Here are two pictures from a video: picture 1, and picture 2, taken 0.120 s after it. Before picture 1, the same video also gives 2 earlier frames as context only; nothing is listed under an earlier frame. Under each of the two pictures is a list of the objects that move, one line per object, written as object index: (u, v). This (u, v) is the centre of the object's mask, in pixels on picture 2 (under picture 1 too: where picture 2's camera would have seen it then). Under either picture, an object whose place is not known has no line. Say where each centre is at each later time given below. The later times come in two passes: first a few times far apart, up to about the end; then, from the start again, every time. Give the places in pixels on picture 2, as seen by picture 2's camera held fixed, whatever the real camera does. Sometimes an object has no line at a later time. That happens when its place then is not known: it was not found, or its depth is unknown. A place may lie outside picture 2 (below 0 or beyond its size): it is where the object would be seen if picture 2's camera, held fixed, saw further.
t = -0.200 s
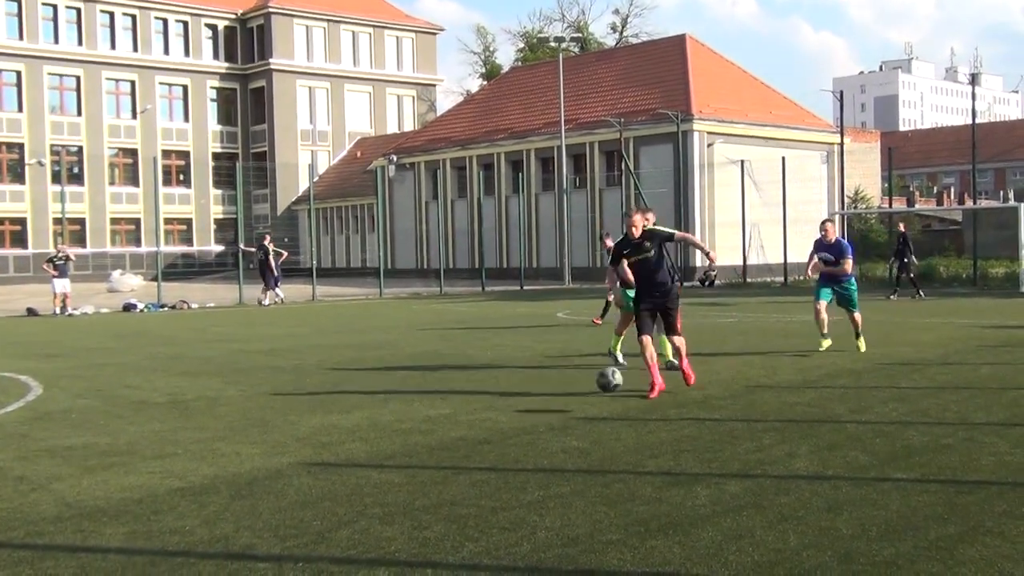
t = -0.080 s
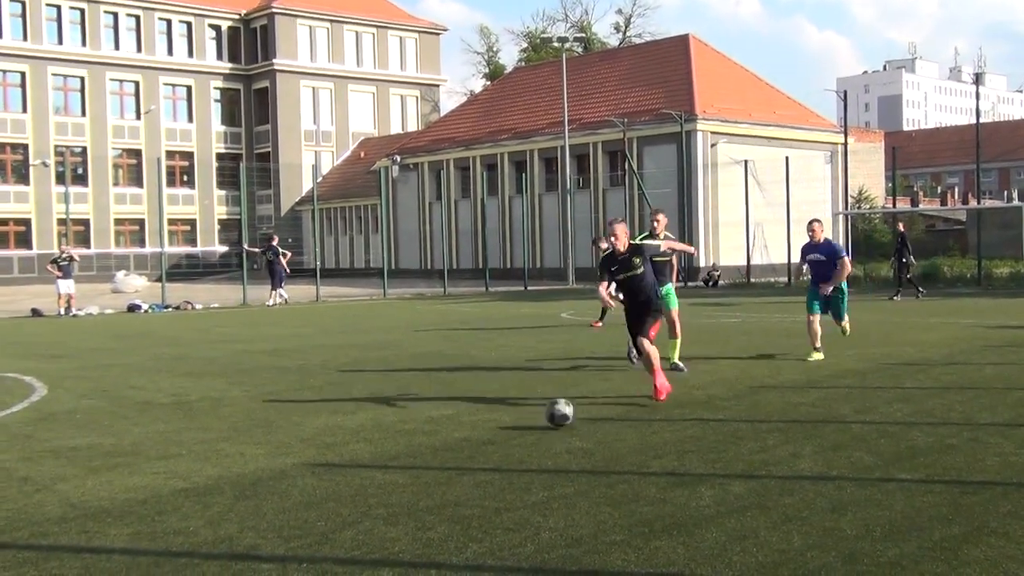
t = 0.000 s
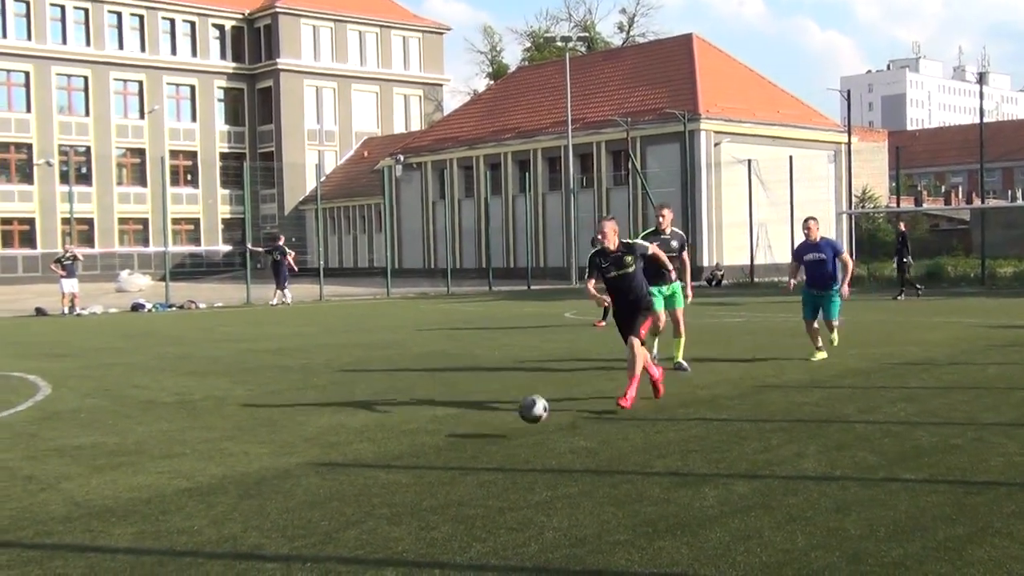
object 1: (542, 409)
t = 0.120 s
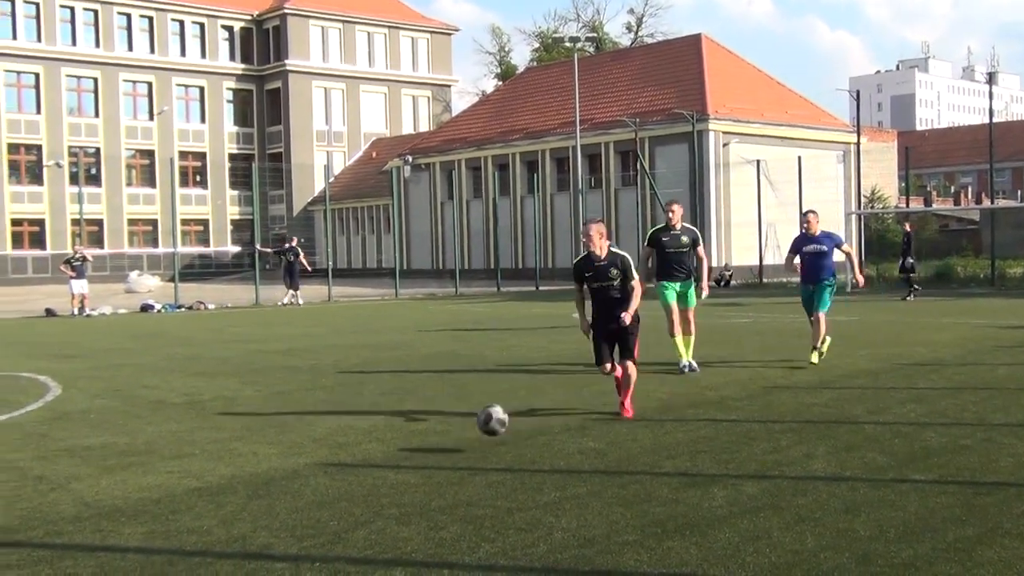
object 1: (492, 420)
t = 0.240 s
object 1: (437, 451)
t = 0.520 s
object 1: (328, 470)
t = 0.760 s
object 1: (202, 507)
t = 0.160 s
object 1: (474, 429)
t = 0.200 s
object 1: (454, 440)
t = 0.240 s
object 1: (437, 451)
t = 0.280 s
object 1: (423, 445)
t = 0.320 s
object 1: (408, 443)
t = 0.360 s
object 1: (393, 443)
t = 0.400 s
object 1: (378, 445)
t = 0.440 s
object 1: (362, 450)
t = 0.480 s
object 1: (345, 459)
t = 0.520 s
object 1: (328, 470)
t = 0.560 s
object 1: (310, 486)
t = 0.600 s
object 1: (291, 487)
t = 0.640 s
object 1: (270, 487)
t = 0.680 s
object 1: (247, 491)
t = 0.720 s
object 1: (225, 498)
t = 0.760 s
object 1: (202, 507)
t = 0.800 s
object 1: (176, 522)
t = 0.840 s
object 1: (151, 530)
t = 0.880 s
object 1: (125, 530)
